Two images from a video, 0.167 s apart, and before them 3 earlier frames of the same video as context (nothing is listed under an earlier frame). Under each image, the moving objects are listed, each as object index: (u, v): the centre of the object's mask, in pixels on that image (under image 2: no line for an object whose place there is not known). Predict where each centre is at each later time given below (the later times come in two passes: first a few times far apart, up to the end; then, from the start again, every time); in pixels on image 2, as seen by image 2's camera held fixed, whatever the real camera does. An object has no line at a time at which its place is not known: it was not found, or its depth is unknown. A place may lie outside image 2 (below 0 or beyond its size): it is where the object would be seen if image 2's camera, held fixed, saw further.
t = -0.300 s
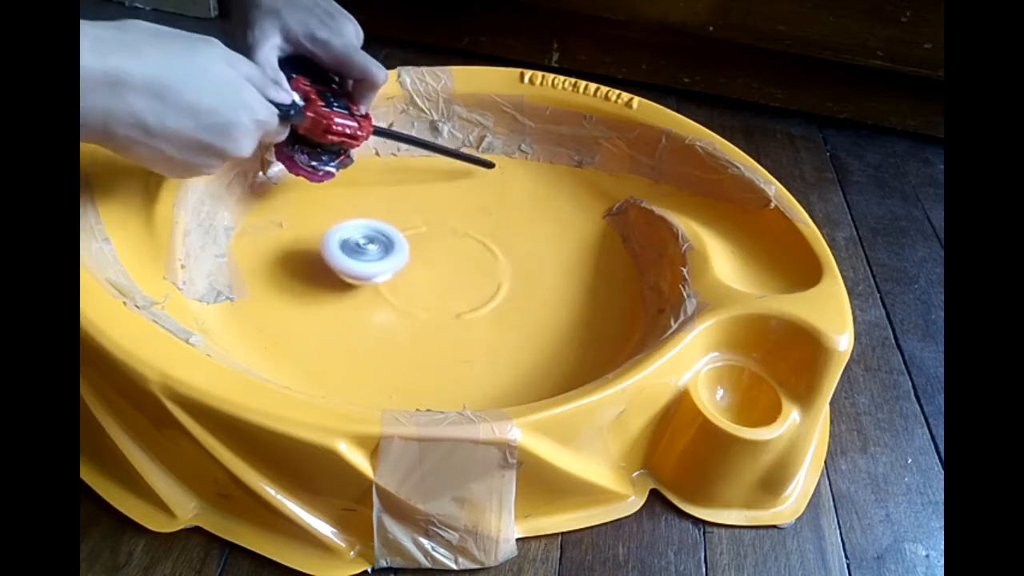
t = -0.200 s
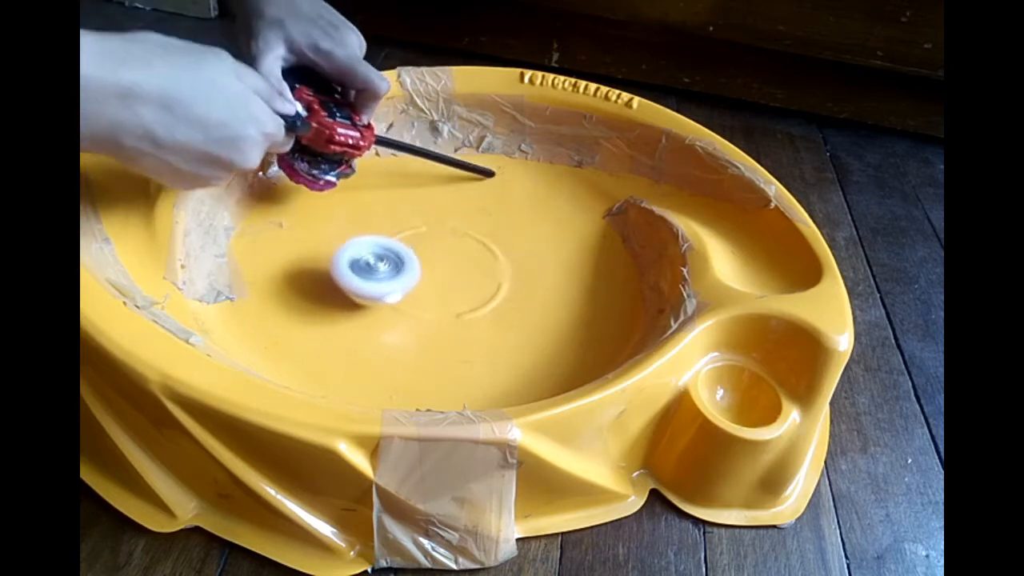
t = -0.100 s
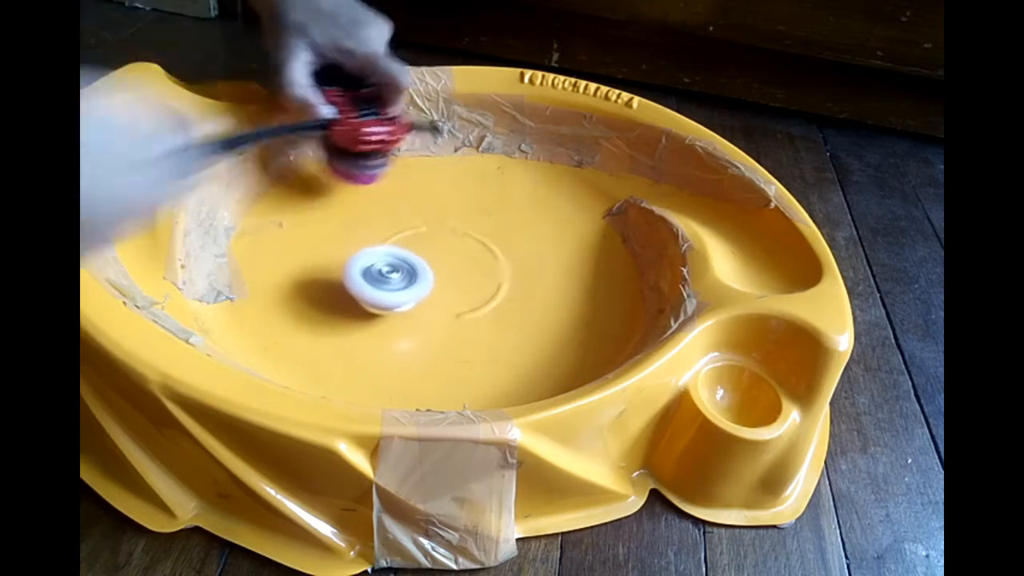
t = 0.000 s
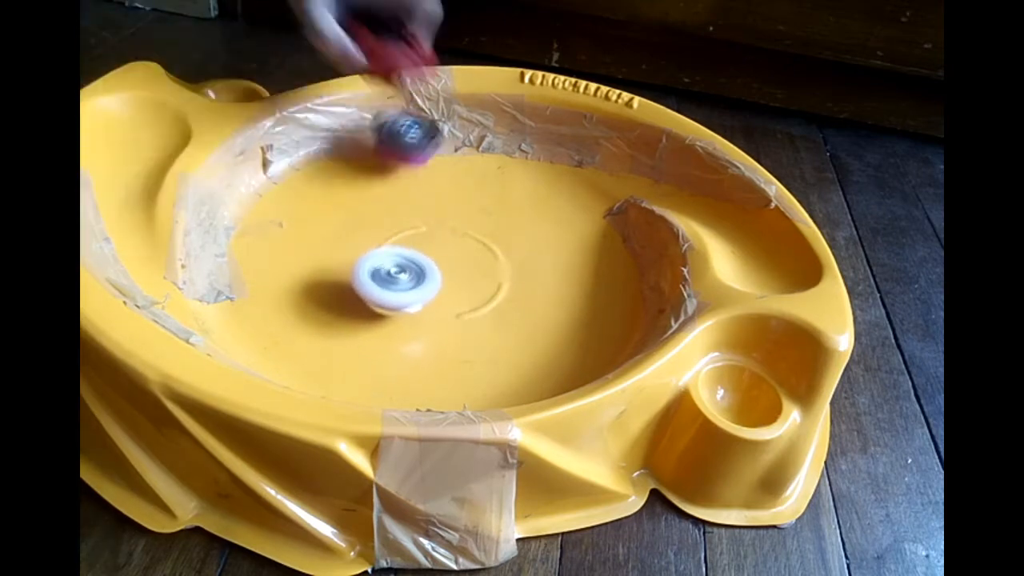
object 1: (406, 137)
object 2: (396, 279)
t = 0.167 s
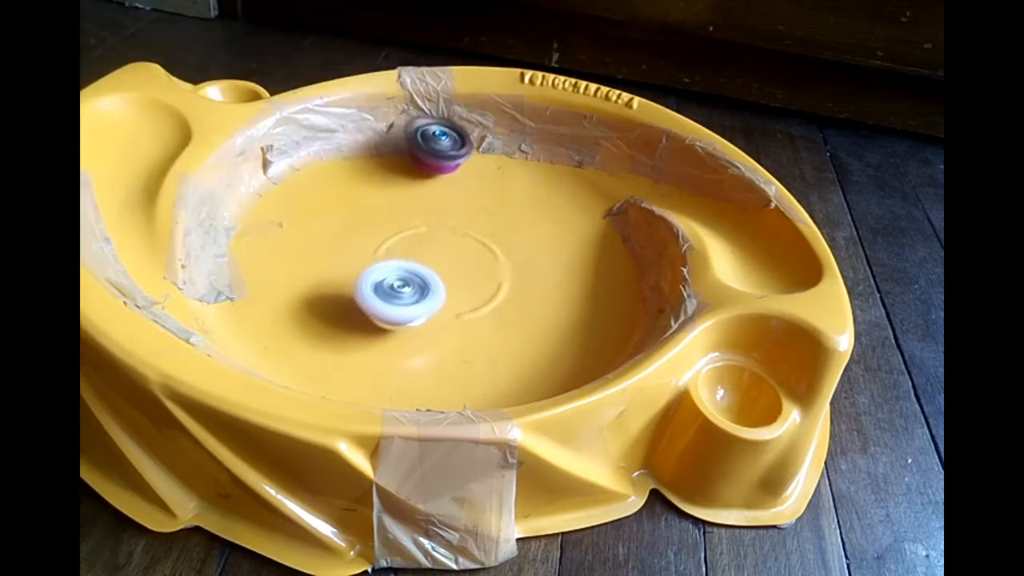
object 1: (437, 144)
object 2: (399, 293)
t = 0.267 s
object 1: (417, 136)
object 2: (404, 295)
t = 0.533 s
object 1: (320, 210)
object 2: (414, 300)
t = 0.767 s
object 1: (390, 235)
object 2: (472, 345)
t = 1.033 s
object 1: (425, 162)
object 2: (478, 365)
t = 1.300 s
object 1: (312, 213)
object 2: (476, 323)
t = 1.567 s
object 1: (436, 291)
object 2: (565, 276)
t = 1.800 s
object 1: (402, 307)
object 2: (612, 272)
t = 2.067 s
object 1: (403, 269)
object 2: (568, 247)
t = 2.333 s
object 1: (313, 246)
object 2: (532, 200)
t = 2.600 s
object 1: (366, 288)
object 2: (514, 177)
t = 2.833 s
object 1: (433, 251)
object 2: (496, 184)
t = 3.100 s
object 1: (380, 297)
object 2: (486, 173)
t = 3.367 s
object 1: (479, 371)
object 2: (478, 196)
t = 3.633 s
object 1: (517, 288)
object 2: (410, 210)
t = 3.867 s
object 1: (430, 251)
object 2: (360, 213)
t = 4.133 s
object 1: (351, 266)
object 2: (313, 196)
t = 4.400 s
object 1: (382, 294)
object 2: (354, 201)
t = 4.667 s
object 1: (439, 284)
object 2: (373, 227)
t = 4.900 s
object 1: (508, 277)
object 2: (373, 235)
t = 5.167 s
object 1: (525, 234)
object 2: (372, 235)
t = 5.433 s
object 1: (459, 216)
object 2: (365, 240)
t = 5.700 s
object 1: (459, 215)
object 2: (334, 261)
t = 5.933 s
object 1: (468, 187)
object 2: (340, 264)
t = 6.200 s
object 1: (449, 192)
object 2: (370, 263)
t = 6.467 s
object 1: (469, 233)
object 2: (393, 278)
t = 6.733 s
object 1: (503, 255)
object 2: (416, 291)
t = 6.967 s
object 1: (521, 263)
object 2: (435, 289)
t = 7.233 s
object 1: (567, 219)
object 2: (393, 300)
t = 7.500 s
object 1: (559, 154)
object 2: (344, 279)
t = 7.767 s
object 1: (478, 184)
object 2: (343, 274)
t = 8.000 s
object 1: (449, 246)
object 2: (367, 268)
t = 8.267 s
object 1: (549, 278)
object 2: (314, 268)
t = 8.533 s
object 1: (624, 283)
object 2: (330, 260)
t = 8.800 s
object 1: (556, 267)
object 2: (375, 259)
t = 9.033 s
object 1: (476, 262)
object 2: (386, 274)
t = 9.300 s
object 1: (482, 202)
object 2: (352, 309)
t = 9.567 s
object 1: (499, 149)
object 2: (352, 304)
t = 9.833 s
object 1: (485, 171)
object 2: (383, 291)
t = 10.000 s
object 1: (473, 205)
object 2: (399, 280)
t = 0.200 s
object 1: (433, 143)
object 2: (400, 294)
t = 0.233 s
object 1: (426, 140)
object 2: (402, 295)
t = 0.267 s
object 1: (417, 136)
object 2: (404, 295)
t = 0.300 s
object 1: (404, 131)
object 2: (408, 295)
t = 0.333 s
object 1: (391, 134)
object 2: (411, 297)
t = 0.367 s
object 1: (374, 140)
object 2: (414, 298)
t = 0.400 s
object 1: (359, 150)
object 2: (416, 300)
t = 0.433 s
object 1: (347, 162)
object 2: (416, 302)
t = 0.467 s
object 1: (334, 177)
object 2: (416, 302)
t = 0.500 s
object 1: (325, 194)
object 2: (415, 302)
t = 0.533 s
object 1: (320, 210)
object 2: (414, 300)
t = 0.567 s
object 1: (325, 229)
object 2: (411, 299)
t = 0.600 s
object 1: (337, 246)
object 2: (411, 298)
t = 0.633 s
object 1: (347, 255)
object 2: (424, 306)
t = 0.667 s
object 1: (353, 254)
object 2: (441, 320)
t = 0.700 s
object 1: (364, 250)
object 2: (455, 330)
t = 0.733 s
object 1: (376, 243)
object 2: (465, 338)
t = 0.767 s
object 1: (390, 235)
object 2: (472, 345)
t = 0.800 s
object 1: (408, 226)
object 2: (477, 352)
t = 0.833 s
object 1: (424, 215)
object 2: (481, 357)
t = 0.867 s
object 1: (438, 205)
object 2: (482, 361)
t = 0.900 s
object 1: (445, 194)
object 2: (482, 364)
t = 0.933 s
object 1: (448, 185)
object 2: (481, 366)
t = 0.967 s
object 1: (446, 177)
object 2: (480, 367)
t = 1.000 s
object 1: (439, 169)
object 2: (479, 367)
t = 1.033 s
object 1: (425, 162)
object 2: (478, 365)
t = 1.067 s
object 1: (409, 158)
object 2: (476, 363)
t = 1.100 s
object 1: (389, 159)
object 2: (475, 359)
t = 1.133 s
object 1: (372, 161)
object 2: (472, 355)
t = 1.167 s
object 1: (354, 165)
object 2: (470, 350)
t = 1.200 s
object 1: (339, 174)
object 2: (469, 344)
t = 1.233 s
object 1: (325, 184)
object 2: (470, 337)
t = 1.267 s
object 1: (316, 200)
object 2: (473, 330)
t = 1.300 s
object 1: (312, 213)
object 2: (476, 323)
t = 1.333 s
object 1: (317, 228)
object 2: (481, 315)
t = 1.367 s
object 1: (329, 243)
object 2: (487, 308)
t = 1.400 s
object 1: (347, 257)
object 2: (494, 301)
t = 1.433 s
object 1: (374, 271)
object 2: (503, 294)
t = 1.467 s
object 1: (399, 281)
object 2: (512, 288)
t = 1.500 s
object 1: (425, 288)
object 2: (522, 284)
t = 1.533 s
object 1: (443, 290)
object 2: (537, 280)
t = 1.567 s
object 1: (436, 291)
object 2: (565, 276)
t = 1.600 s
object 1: (427, 291)
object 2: (588, 274)
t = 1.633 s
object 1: (417, 294)
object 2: (605, 270)
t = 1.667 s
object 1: (404, 296)
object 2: (619, 267)
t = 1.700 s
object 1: (396, 298)
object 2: (629, 266)
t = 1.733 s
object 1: (393, 300)
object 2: (630, 268)
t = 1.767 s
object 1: (393, 303)
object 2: (623, 271)
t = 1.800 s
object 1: (402, 307)
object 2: (612, 272)
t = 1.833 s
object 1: (410, 306)
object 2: (605, 273)
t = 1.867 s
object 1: (417, 302)
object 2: (599, 272)
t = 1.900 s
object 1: (421, 296)
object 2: (593, 271)
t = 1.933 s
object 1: (420, 290)
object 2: (588, 269)
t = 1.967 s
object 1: (415, 286)
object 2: (585, 265)
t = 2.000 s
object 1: (412, 281)
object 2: (580, 260)
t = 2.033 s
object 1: (410, 275)
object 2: (574, 254)
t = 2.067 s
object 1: (403, 269)
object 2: (568, 247)
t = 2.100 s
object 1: (389, 262)
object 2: (562, 240)
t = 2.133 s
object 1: (376, 256)
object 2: (555, 234)
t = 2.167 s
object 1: (365, 251)
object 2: (550, 227)
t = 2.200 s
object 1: (353, 244)
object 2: (546, 221)
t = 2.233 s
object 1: (343, 239)
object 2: (543, 215)
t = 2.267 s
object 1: (331, 239)
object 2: (540, 209)
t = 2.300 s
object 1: (322, 241)
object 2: (536, 204)
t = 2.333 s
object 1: (313, 246)
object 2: (532, 200)
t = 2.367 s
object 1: (307, 250)
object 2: (529, 195)
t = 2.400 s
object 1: (306, 257)
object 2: (526, 191)
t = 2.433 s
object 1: (307, 266)
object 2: (523, 188)
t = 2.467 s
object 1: (312, 274)
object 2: (519, 185)
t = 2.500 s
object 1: (323, 281)
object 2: (517, 182)
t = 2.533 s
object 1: (337, 286)
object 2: (516, 180)
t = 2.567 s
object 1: (353, 288)
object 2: (515, 178)
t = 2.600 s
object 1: (366, 288)
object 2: (514, 177)
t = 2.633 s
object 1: (382, 286)
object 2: (513, 176)
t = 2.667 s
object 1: (397, 283)
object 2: (512, 176)
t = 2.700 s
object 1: (410, 278)
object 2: (510, 177)
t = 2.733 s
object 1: (421, 272)
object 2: (508, 178)
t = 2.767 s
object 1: (427, 265)
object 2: (505, 180)
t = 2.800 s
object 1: (431, 257)
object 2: (501, 183)
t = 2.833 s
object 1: (433, 251)
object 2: (496, 184)
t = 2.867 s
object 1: (436, 245)
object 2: (489, 186)
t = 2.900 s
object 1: (440, 240)
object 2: (482, 186)
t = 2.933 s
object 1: (443, 237)
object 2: (475, 185)
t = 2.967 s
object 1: (431, 246)
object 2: (475, 180)
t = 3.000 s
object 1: (417, 259)
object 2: (477, 174)
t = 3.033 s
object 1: (402, 271)
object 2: (480, 171)
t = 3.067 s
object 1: (388, 284)
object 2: (483, 172)
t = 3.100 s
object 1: (380, 297)
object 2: (486, 173)
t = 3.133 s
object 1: (376, 311)
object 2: (489, 177)
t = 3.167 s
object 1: (377, 325)
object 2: (491, 180)
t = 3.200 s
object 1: (382, 339)
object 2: (492, 184)
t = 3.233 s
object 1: (393, 352)
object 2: (491, 187)
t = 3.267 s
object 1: (411, 362)
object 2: (489, 190)
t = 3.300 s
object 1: (433, 369)
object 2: (487, 193)
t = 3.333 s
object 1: (455, 372)
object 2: (483, 195)
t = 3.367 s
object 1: (479, 371)
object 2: (478, 196)
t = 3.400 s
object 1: (499, 370)
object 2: (473, 198)
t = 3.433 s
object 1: (516, 364)
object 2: (467, 200)
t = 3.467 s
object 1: (528, 354)
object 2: (462, 201)
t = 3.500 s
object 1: (535, 342)
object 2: (455, 203)
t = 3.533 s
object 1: (537, 328)
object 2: (446, 205)
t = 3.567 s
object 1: (536, 314)
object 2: (435, 207)
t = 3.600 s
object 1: (529, 300)
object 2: (423, 208)
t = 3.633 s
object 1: (517, 288)
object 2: (410, 210)
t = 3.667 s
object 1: (504, 277)
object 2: (400, 211)
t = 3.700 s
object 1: (494, 268)
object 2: (395, 213)
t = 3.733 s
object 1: (482, 262)
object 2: (391, 215)
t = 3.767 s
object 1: (468, 257)
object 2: (385, 216)
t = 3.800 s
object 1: (452, 251)
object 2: (378, 218)
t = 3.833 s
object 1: (441, 250)
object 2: (369, 215)
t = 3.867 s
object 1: (430, 251)
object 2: (360, 213)
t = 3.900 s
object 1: (419, 253)
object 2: (351, 212)
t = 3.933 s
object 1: (407, 254)
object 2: (341, 211)
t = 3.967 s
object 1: (396, 255)
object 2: (332, 210)
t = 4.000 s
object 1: (384, 257)
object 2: (324, 208)
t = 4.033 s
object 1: (374, 259)
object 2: (318, 205)
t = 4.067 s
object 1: (364, 261)
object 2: (313, 202)
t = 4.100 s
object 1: (355, 262)
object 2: (312, 199)
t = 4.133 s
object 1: (351, 266)
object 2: (313, 196)
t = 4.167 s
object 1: (350, 271)
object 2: (316, 194)
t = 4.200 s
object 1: (352, 277)
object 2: (321, 193)
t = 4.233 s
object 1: (354, 281)
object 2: (326, 193)
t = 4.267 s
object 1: (357, 285)
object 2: (332, 194)
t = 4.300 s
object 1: (361, 288)
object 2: (339, 195)
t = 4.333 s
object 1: (367, 290)
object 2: (345, 197)
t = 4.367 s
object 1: (373, 292)
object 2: (350, 199)
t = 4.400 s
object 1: (382, 294)
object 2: (354, 201)
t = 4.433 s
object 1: (392, 295)
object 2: (356, 203)
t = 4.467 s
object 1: (401, 295)
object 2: (357, 206)
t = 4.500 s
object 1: (410, 293)
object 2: (358, 211)
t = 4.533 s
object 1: (413, 290)
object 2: (361, 216)
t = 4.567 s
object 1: (413, 285)
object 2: (365, 221)
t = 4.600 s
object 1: (416, 282)
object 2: (371, 225)
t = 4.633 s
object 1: (427, 282)
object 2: (374, 228)
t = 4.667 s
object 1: (439, 284)
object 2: (373, 227)
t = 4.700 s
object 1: (449, 287)
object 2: (373, 227)
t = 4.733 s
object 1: (460, 288)
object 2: (375, 226)
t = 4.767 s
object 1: (471, 285)
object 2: (374, 226)
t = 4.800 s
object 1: (485, 282)
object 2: (372, 229)
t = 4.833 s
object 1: (496, 277)
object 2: (371, 232)
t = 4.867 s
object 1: (503, 275)
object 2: (372, 234)
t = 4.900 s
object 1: (508, 277)
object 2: (373, 235)
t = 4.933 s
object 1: (512, 279)
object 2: (373, 235)
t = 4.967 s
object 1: (517, 277)
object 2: (371, 234)
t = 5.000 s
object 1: (523, 271)
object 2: (369, 233)
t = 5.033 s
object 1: (527, 264)
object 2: (368, 232)
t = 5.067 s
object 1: (529, 256)
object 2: (368, 231)
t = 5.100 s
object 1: (529, 248)
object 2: (369, 232)
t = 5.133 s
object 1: (528, 241)
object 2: (371, 233)
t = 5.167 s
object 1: (525, 234)
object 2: (372, 235)
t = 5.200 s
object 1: (519, 228)
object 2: (372, 236)
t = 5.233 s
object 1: (509, 224)
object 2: (371, 237)
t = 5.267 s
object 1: (498, 219)
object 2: (369, 237)
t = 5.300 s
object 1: (490, 217)
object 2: (367, 237)
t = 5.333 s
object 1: (486, 217)
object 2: (366, 238)
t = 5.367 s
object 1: (481, 217)
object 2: (365, 238)
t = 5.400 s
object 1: (469, 216)
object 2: (365, 239)
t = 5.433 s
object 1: (459, 216)
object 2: (365, 240)
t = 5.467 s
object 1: (452, 217)
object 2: (364, 241)
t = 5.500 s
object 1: (446, 220)
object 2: (363, 242)
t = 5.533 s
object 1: (440, 223)
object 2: (362, 244)
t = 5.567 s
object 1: (435, 226)
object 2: (360, 245)
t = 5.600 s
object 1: (438, 226)
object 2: (353, 250)
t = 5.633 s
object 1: (445, 222)
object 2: (343, 255)
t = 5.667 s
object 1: (451, 219)
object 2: (337, 259)
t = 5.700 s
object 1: (459, 215)
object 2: (334, 261)
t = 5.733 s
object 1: (464, 211)
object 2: (332, 263)
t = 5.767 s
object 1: (466, 206)
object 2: (332, 263)
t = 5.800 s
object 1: (469, 202)
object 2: (332, 263)
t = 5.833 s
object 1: (469, 198)
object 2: (333, 263)
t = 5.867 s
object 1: (469, 194)
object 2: (335, 263)
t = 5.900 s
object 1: (468, 191)
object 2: (337, 263)
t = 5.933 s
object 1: (468, 187)
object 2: (340, 264)
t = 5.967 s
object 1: (466, 185)
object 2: (343, 264)
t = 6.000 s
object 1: (463, 183)
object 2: (346, 264)
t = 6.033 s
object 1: (459, 183)
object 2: (349, 264)
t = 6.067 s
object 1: (456, 184)
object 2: (354, 264)
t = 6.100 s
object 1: (453, 185)
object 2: (357, 263)
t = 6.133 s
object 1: (451, 187)
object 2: (361, 263)
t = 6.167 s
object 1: (451, 190)
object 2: (366, 263)
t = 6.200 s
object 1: (449, 192)
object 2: (370, 263)
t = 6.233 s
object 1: (448, 196)
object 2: (374, 264)
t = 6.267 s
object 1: (447, 200)
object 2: (377, 266)
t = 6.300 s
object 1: (445, 205)
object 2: (378, 268)
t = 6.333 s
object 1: (446, 209)
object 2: (379, 272)
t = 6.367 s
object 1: (451, 215)
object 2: (382, 275)
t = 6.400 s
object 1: (457, 221)
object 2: (385, 277)
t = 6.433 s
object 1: (463, 228)
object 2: (389, 277)
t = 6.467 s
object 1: (469, 233)
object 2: (393, 278)
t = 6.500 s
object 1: (475, 238)
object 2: (395, 280)
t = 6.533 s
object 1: (482, 243)
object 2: (397, 283)
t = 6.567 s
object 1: (487, 246)
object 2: (400, 287)
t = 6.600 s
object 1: (492, 248)
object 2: (403, 288)
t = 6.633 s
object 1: (496, 249)
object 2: (406, 288)
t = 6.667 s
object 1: (499, 251)
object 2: (410, 289)
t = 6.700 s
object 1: (501, 252)
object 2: (413, 289)
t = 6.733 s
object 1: (503, 255)
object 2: (416, 291)
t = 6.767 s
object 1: (505, 258)
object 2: (418, 291)
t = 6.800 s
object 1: (511, 261)
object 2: (421, 292)
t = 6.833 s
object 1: (516, 267)
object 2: (424, 292)
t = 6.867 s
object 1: (519, 269)
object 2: (426, 292)
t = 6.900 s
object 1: (520, 267)
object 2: (429, 291)
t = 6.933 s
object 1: (521, 265)
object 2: (432, 290)
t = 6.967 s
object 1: (521, 263)
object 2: (435, 289)
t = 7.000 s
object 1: (519, 261)
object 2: (439, 288)
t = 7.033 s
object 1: (516, 260)
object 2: (442, 286)
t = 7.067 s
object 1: (514, 259)
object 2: (445, 284)
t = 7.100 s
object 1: (526, 253)
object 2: (437, 289)
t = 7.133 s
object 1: (539, 244)
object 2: (423, 295)
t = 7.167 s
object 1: (550, 235)
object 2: (409, 299)
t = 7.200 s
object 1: (558, 228)
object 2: (399, 300)
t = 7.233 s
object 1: (567, 219)
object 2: (393, 300)
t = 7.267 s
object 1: (575, 210)
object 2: (389, 298)
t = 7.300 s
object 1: (580, 202)
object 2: (385, 294)
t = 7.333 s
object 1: (584, 195)
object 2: (379, 290)
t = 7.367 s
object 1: (586, 185)
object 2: (372, 287)
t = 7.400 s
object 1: (584, 177)
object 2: (364, 284)
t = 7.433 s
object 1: (577, 168)
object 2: (356, 282)
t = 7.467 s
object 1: (568, 160)
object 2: (349, 281)
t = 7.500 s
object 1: (559, 154)
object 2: (344, 279)
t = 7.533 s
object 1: (545, 151)
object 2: (341, 277)
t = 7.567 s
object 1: (531, 150)
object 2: (339, 277)
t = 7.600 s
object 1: (521, 151)
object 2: (338, 276)
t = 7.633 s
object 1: (512, 156)
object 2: (338, 276)
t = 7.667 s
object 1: (504, 162)
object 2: (338, 276)
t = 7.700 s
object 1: (495, 169)
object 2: (339, 275)
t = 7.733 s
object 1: (486, 176)
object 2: (341, 275)
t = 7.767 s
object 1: (478, 184)
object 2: (343, 274)
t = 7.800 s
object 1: (472, 193)
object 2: (345, 274)
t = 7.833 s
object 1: (468, 202)
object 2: (348, 274)
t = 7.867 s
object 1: (464, 210)
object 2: (351, 273)
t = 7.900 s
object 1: (461, 218)
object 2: (355, 272)
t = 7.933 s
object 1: (458, 227)
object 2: (359, 271)
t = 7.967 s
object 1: (454, 235)
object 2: (363, 270)
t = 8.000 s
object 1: (449, 246)
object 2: (367, 268)
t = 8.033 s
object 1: (456, 254)
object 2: (363, 269)
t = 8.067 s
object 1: (477, 257)
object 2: (346, 270)
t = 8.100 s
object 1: (492, 261)
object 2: (334, 271)
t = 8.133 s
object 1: (504, 264)
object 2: (325, 271)
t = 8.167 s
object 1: (515, 269)
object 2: (320, 271)
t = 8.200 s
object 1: (525, 272)
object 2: (316, 270)
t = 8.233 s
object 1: (536, 275)
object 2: (314, 269)
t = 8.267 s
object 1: (549, 278)
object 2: (314, 268)
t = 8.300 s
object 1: (562, 283)
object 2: (314, 267)
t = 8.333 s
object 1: (573, 286)
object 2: (314, 265)
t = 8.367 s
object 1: (583, 289)
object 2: (315, 264)
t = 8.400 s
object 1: (595, 291)
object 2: (317, 263)
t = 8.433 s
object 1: (606, 292)
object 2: (319, 262)
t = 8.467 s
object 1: (615, 290)
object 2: (323, 261)
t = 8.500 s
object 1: (621, 288)
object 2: (326, 261)
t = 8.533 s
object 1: (624, 283)
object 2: (330, 260)
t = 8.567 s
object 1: (623, 278)
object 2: (335, 260)
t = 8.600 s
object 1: (620, 273)
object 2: (341, 260)
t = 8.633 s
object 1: (613, 269)
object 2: (347, 260)
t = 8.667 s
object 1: (601, 267)
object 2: (353, 259)
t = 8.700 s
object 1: (592, 266)
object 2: (359, 259)
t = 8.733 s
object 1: (580, 267)
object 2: (366, 258)
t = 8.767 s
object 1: (567, 267)
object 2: (372, 258)
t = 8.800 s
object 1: (556, 267)
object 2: (375, 259)
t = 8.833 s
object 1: (545, 267)
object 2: (375, 262)
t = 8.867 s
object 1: (532, 267)
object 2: (375, 265)
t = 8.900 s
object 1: (517, 266)
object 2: (375, 268)
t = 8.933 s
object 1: (507, 265)
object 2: (378, 269)
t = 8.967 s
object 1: (500, 265)
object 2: (381, 271)
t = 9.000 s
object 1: (489, 264)
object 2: (383, 273)
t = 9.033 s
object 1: (476, 262)
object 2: (386, 274)
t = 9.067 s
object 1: (466, 259)
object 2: (387, 279)
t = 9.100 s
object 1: (470, 248)
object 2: (379, 288)
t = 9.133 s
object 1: (474, 238)
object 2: (370, 298)
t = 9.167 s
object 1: (476, 230)
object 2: (363, 304)
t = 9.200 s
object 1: (477, 222)
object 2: (359, 308)
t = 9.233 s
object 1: (479, 214)
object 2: (355, 309)
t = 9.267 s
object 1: (480, 208)
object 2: (354, 310)
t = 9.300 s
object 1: (482, 202)
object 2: (352, 309)
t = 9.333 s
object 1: (484, 194)
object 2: (351, 309)
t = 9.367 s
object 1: (487, 187)
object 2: (350, 308)
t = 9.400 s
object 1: (490, 180)
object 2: (349, 307)
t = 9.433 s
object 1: (493, 173)
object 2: (348, 306)
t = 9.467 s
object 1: (495, 166)
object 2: (348, 305)
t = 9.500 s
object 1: (496, 160)
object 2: (349, 304)
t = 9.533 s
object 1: (497, 155)
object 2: (351, 304)
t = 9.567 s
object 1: (499, 149)
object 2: (352, 304)
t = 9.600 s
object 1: (502, 144)
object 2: (355, 303)
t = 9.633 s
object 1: (501, 142)
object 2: (359, 302)
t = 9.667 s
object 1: (498, 143)
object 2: (362, 301)
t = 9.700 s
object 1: (496, 147)
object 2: (365, 299)
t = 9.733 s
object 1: (494, 151)
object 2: (370, 298)
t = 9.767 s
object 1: (491, 158)
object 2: (374, 296)
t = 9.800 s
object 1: (487, 164)
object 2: (379, 294)
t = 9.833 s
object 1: (485, 171)
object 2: (383, 291)
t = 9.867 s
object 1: (483, 177)
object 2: (386, 288)
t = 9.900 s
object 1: (480, 185)
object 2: (389, 286)
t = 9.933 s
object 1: (478, 191)
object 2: (394, 284)
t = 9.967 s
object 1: (476, 198)
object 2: (397, 282)
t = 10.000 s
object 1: (473, 205)
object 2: (399, 280)
